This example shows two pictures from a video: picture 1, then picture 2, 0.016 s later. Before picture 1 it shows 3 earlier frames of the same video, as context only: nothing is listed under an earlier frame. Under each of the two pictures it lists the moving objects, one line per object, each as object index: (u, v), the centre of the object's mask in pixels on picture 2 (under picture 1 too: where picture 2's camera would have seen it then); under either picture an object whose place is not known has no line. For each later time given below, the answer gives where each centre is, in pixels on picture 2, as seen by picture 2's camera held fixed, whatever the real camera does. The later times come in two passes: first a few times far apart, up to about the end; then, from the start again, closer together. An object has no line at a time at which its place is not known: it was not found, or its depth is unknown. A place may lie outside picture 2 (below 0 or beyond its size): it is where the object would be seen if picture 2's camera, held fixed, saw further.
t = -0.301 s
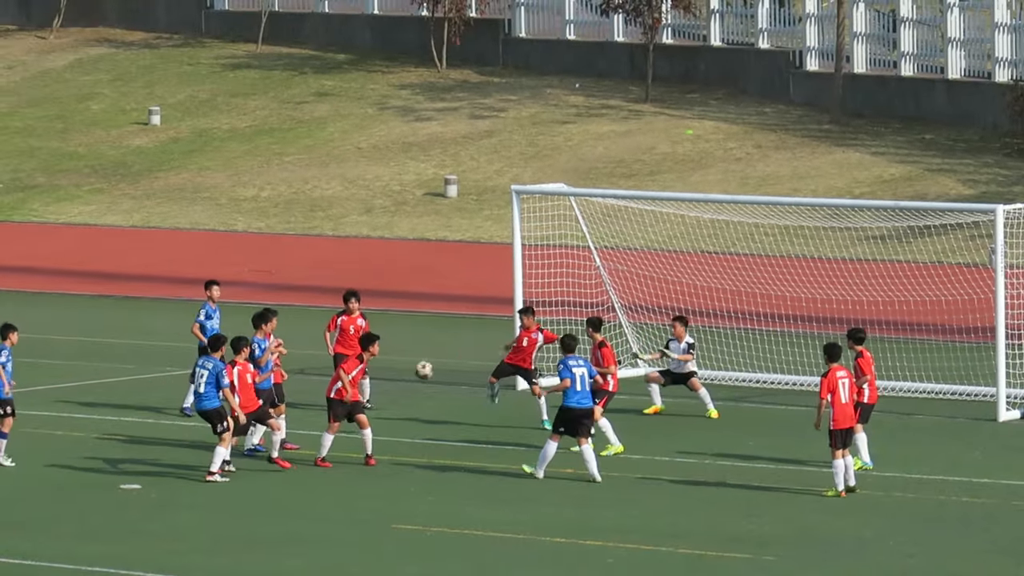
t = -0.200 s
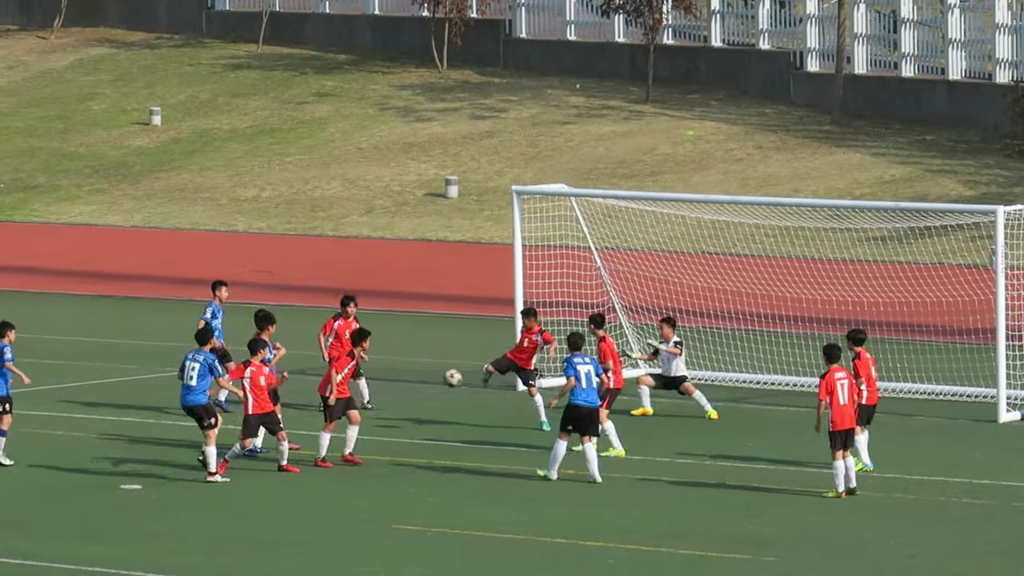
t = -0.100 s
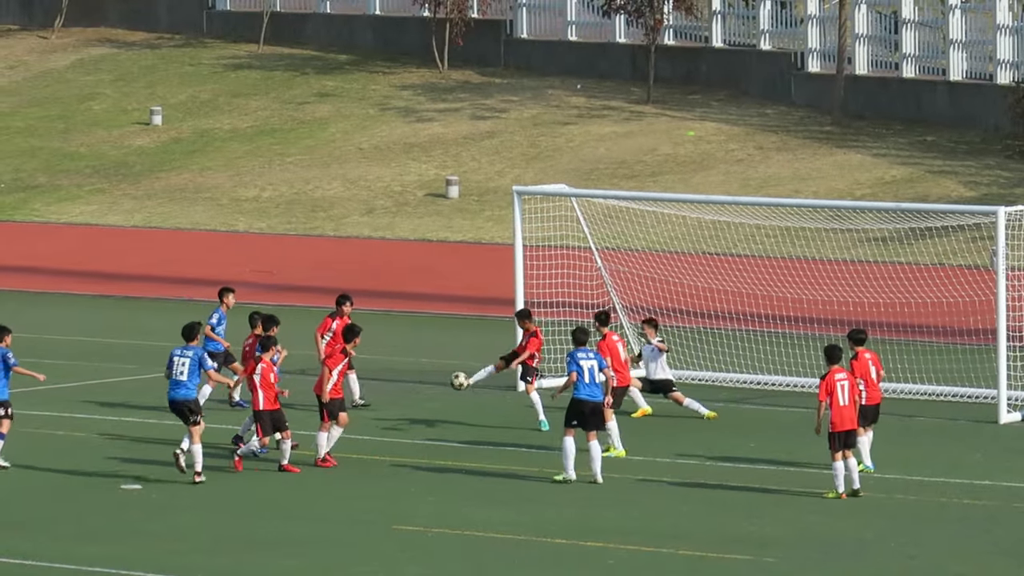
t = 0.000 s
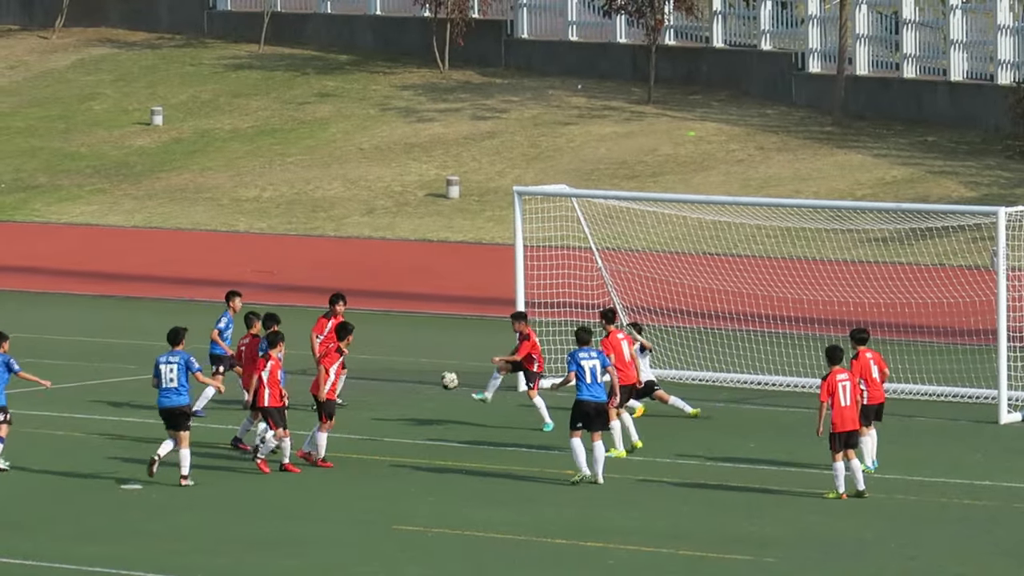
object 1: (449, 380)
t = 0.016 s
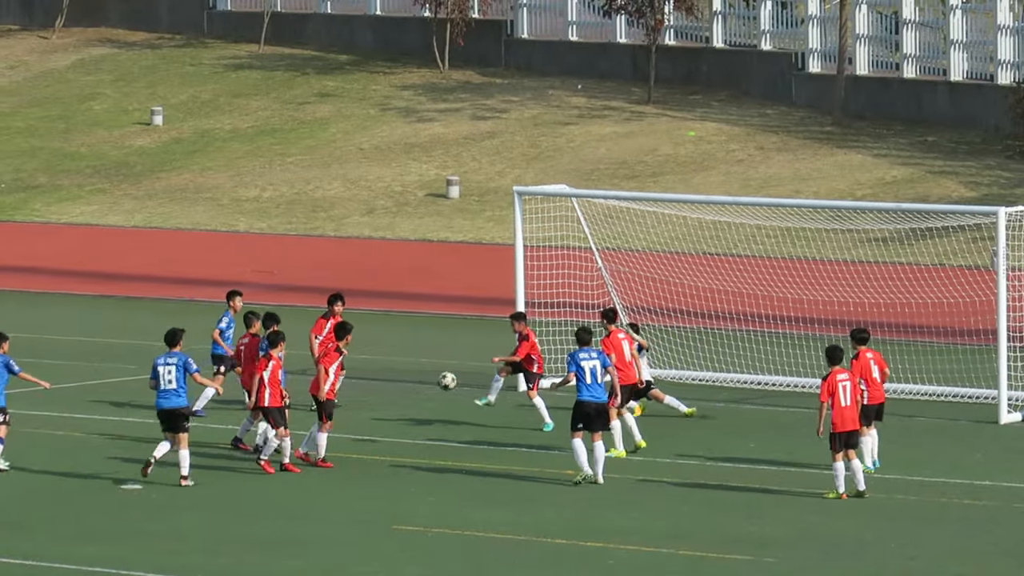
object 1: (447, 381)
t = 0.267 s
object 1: (427, 416)
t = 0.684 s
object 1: (417, 465)
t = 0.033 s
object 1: (445, 382)
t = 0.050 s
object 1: (444, 383)
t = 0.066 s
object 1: (442, 384)
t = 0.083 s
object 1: (441, 385)
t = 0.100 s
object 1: (439, 387)
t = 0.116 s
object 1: (438, 389)
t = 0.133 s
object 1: (437, 391)
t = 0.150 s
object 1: (435, 393)
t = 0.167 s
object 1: (434, 396)
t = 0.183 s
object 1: (432, 399)
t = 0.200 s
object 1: (431, 402)
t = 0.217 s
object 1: (430, 405)
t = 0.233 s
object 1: (429, 409)
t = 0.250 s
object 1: (428, 412)
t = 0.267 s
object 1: (427, 416)
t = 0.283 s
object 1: (426, 420)
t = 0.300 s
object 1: (426, 425)
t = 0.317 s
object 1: (424, 430)
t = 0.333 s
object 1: (423, 434)
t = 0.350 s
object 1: (423, 440)
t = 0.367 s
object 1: (422, 445)
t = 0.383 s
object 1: (421, 451)
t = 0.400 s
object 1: (421, 456)
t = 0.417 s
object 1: (420, 463)
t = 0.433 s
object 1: (420, 470)
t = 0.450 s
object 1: (419, 477)
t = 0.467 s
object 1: (418, 483)
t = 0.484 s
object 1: (417, 489)
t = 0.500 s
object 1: (417, 486)
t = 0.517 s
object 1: (416, 482)
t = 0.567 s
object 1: (415, 475)
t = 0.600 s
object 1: (416, 470)
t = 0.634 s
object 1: (417, 467)
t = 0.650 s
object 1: (416, 466)
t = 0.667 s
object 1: (417, 465)
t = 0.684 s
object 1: (417, 465)
